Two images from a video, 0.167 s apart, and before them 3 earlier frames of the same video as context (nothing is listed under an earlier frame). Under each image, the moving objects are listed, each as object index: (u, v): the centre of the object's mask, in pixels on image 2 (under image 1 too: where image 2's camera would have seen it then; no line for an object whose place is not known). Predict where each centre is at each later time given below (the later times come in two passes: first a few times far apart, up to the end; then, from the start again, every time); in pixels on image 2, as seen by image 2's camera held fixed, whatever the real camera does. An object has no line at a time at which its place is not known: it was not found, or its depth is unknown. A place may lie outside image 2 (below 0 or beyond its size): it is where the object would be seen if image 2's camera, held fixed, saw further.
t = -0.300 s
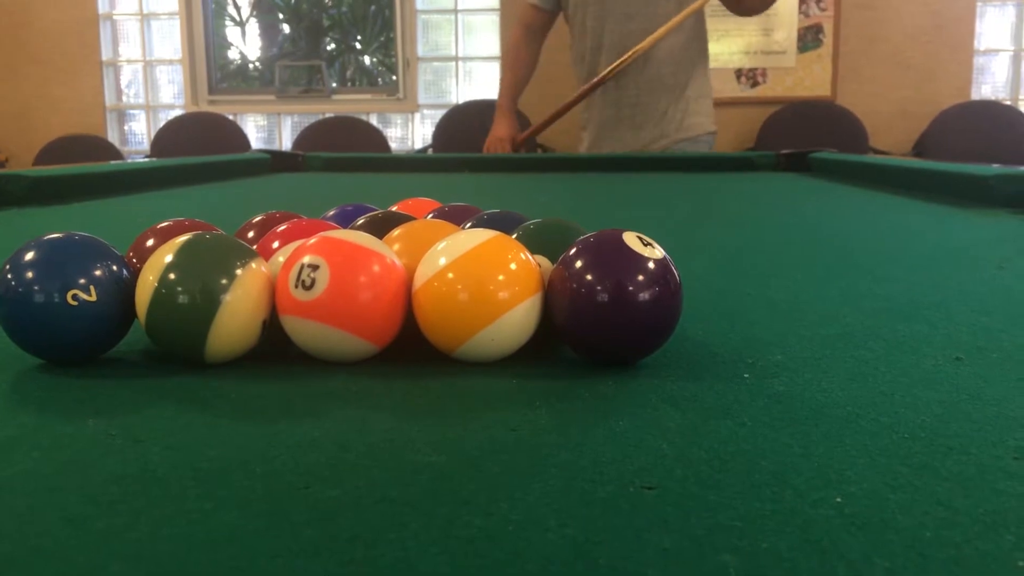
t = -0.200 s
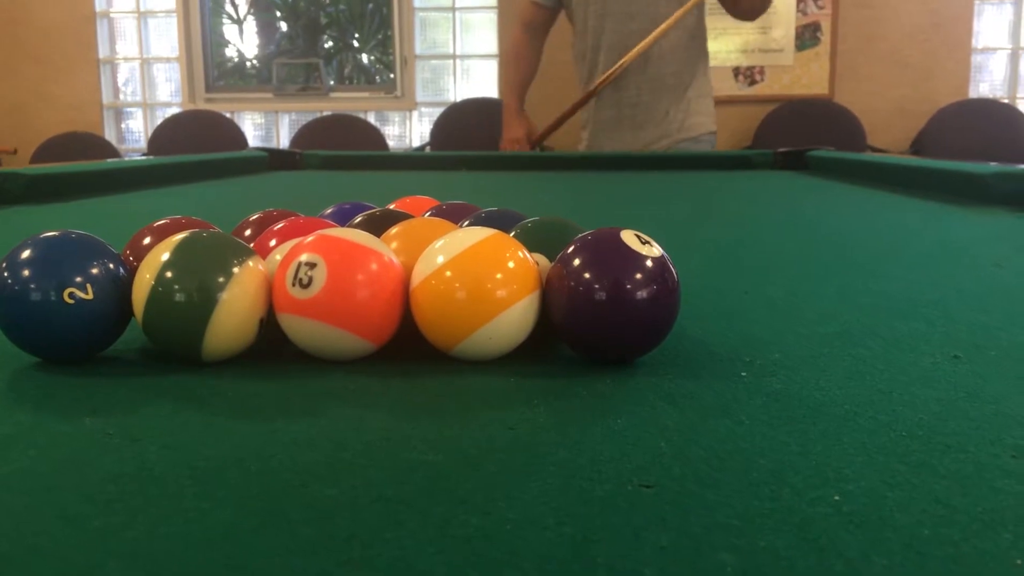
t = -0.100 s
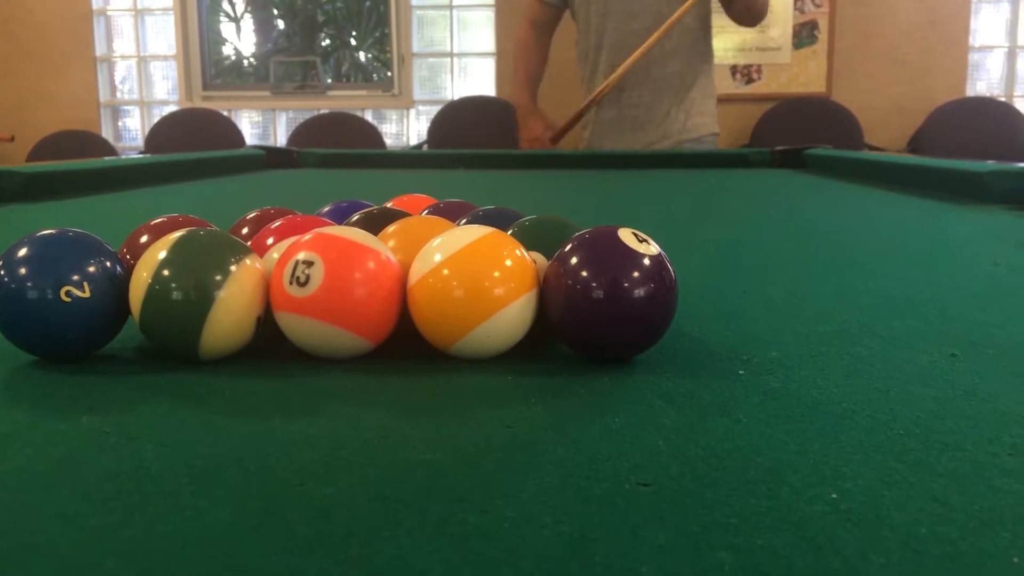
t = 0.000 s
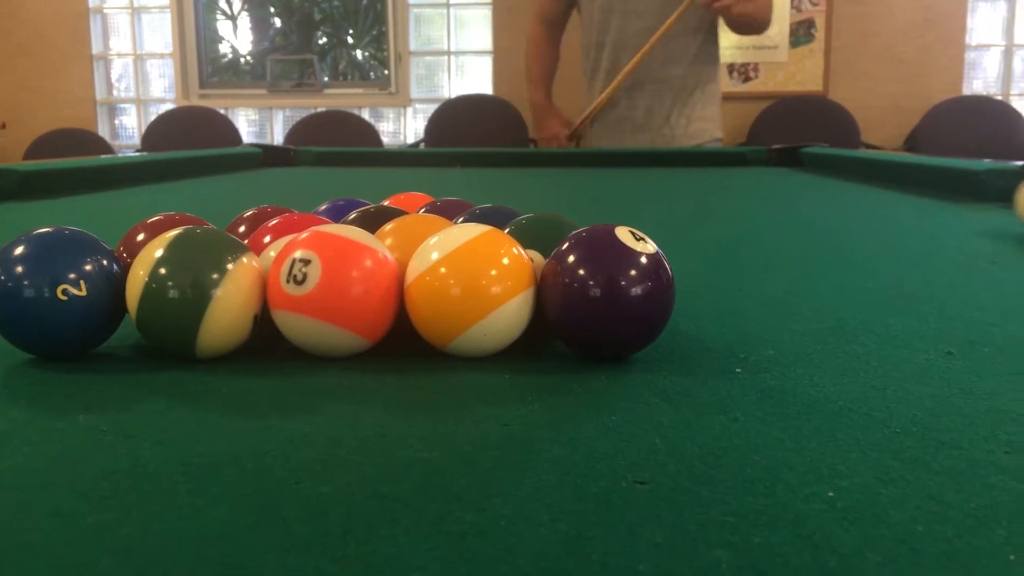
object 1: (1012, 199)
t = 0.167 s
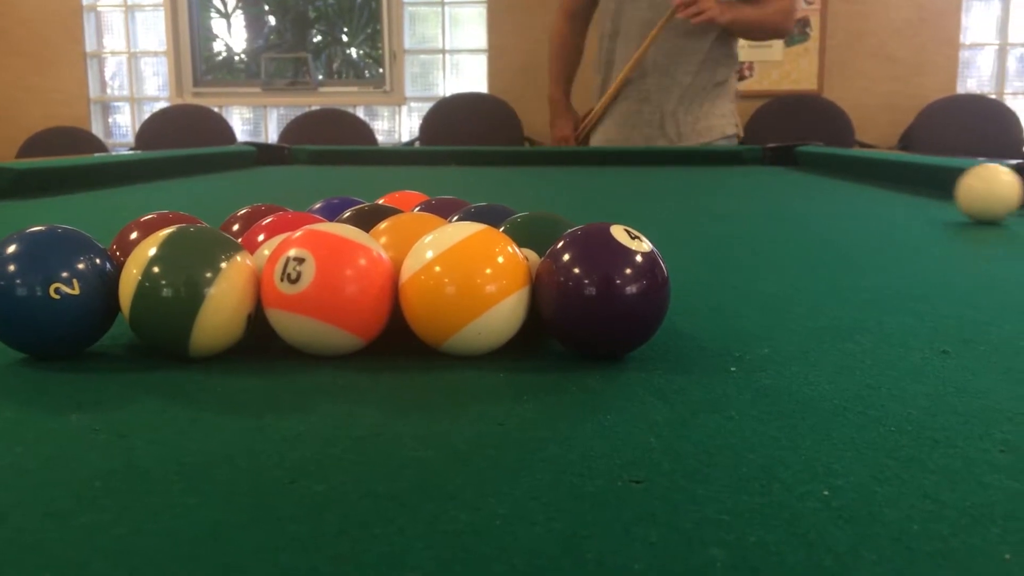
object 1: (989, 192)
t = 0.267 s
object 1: (960, 189)
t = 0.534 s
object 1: (899, 180)
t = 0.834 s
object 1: (849, 173)
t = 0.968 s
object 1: (832, 171)
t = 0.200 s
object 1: (979, 191)
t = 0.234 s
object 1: (969, 190)
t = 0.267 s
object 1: (960, 189)
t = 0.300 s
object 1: (951, 187)
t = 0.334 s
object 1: (943, 186)
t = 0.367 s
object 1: (935, 185)
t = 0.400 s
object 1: (927, 184)
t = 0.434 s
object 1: (920, 183)
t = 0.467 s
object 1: (913, 182)
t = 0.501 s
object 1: (905, 181)
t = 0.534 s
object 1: (899, 180)
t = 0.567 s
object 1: (892, 179)
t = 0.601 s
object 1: (886, 178)
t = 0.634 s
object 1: (880, 177)
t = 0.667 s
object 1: (875, 177)
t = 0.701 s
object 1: (869, 176)
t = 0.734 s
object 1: (864, 175)
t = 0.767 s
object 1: (859, 174)
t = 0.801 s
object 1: (854, 174)
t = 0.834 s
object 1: (849, 173)
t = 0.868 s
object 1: (845, 172)
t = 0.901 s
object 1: (840, 172)
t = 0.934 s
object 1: (836, 171)
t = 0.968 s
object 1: (832, 171)
